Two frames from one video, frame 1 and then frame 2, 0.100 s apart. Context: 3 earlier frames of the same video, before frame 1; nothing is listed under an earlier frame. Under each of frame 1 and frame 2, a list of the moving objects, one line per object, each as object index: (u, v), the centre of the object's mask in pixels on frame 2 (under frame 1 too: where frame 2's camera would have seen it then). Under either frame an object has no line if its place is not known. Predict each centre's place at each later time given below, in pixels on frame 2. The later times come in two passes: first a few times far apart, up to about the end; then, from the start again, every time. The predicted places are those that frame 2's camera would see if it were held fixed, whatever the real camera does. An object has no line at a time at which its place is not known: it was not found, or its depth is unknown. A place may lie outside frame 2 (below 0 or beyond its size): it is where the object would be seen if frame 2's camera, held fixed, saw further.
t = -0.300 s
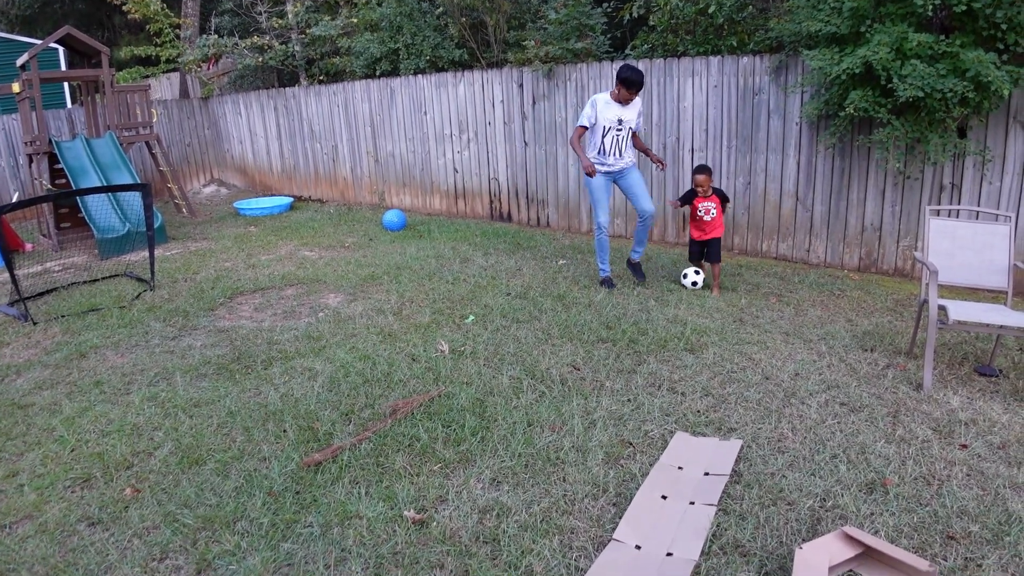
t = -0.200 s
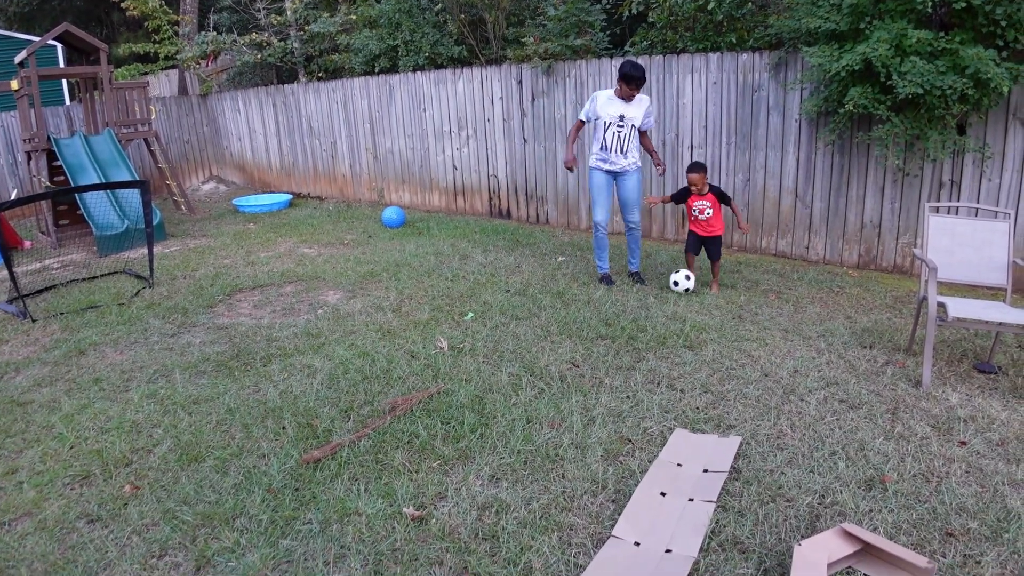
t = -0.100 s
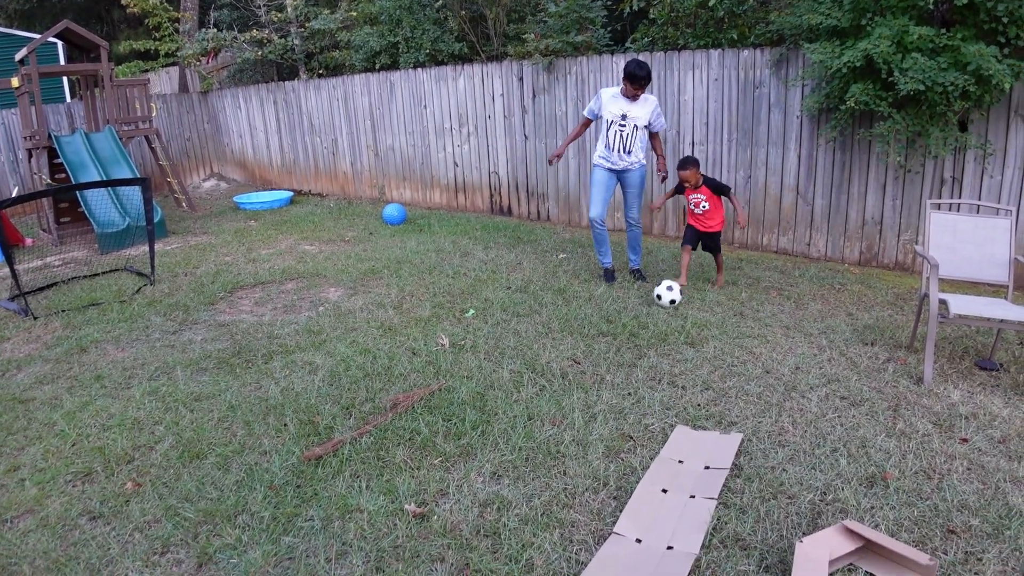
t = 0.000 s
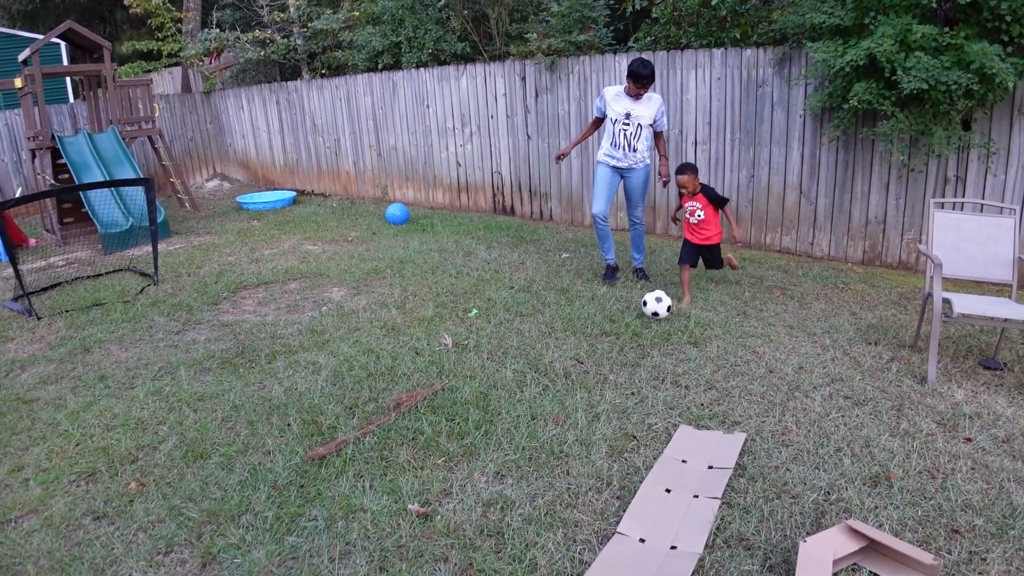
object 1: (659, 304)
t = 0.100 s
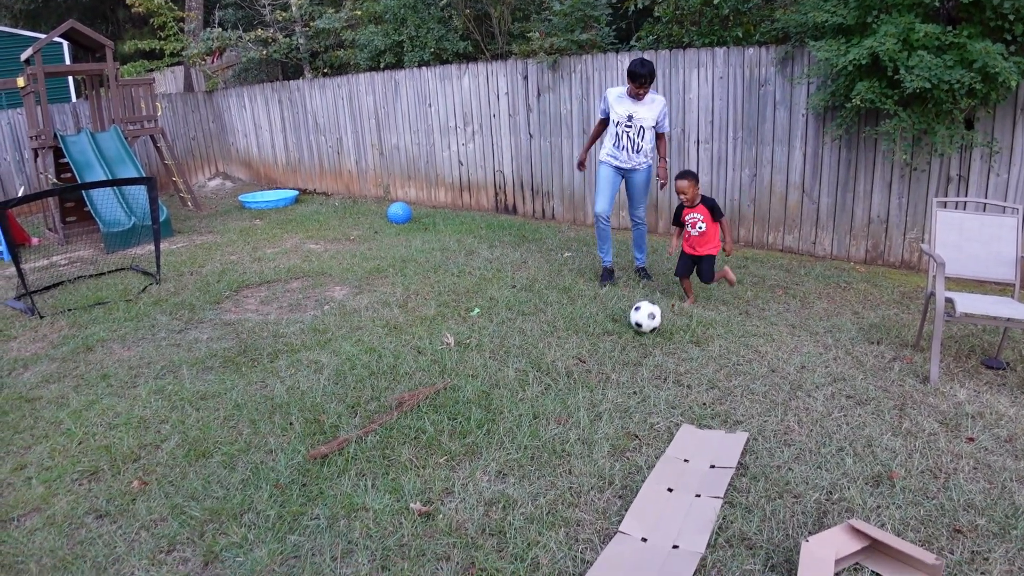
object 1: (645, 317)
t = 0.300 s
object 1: (619, 339)
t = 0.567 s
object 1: (581, 387)
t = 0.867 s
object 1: (545, 441)
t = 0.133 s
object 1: (641, 324)
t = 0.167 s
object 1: (636, 328)
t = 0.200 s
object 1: (632, 328)
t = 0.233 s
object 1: (628, 330)
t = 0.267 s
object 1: (623, 334)
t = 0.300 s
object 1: (619, 339)
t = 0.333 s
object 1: (614, 346)
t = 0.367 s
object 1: (609, 356)
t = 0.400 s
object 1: (604, 361)
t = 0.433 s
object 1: (599, 364)
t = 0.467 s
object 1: (595, 369)
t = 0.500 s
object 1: (590, 375)
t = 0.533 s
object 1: (585, 383)
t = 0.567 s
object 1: (581, 387)
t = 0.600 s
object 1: (576, 391)
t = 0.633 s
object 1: (572, 396)
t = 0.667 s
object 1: (568, 402)
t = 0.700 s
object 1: (564, 411)
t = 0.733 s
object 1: (560, 419)
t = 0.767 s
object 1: (556, 423)
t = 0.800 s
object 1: (553, 429)
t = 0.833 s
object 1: (549, 434)
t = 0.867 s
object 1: (545, 441)
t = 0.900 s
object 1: (542, 449)
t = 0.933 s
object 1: (538, 456)
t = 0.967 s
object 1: (535, 463)
